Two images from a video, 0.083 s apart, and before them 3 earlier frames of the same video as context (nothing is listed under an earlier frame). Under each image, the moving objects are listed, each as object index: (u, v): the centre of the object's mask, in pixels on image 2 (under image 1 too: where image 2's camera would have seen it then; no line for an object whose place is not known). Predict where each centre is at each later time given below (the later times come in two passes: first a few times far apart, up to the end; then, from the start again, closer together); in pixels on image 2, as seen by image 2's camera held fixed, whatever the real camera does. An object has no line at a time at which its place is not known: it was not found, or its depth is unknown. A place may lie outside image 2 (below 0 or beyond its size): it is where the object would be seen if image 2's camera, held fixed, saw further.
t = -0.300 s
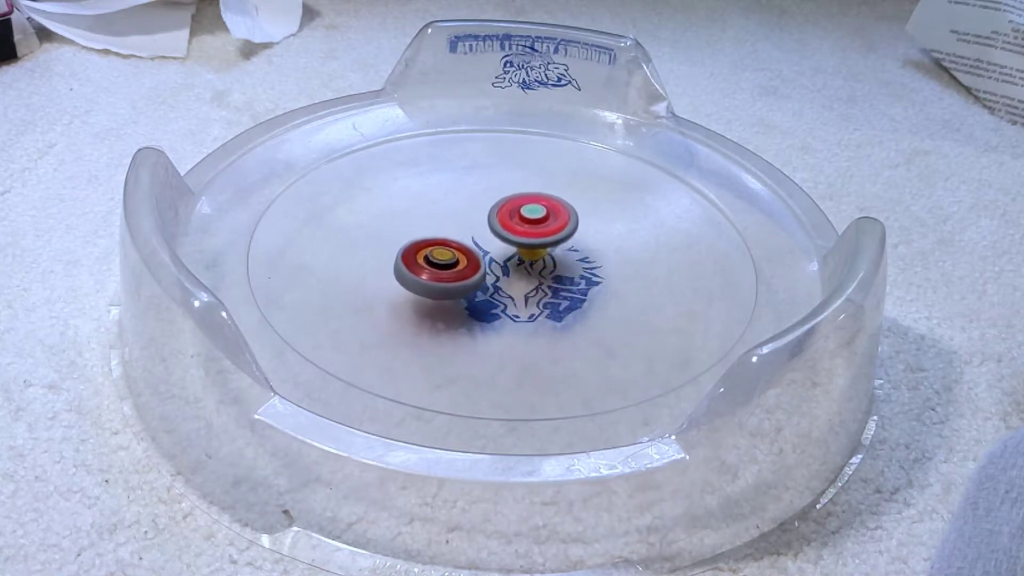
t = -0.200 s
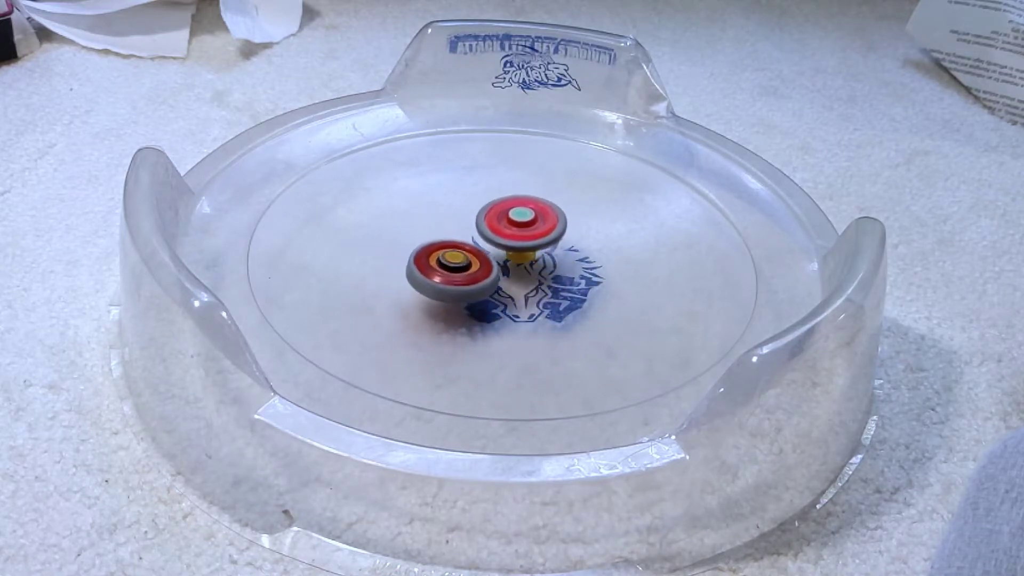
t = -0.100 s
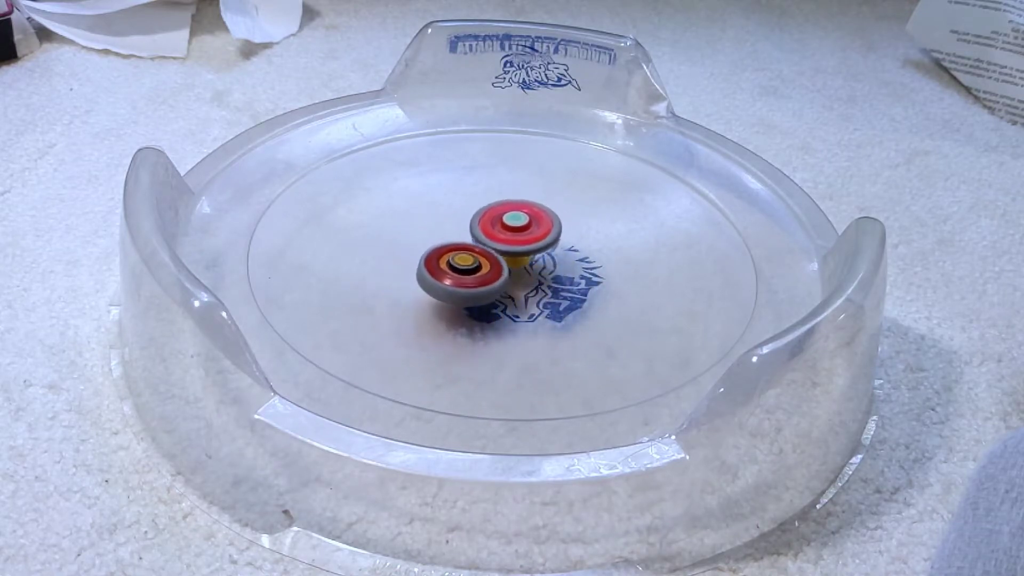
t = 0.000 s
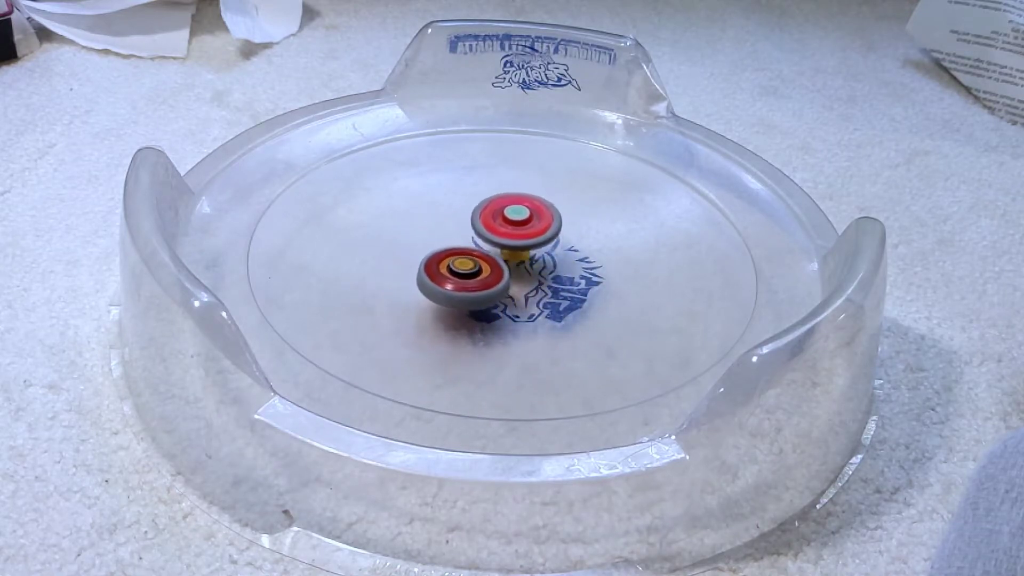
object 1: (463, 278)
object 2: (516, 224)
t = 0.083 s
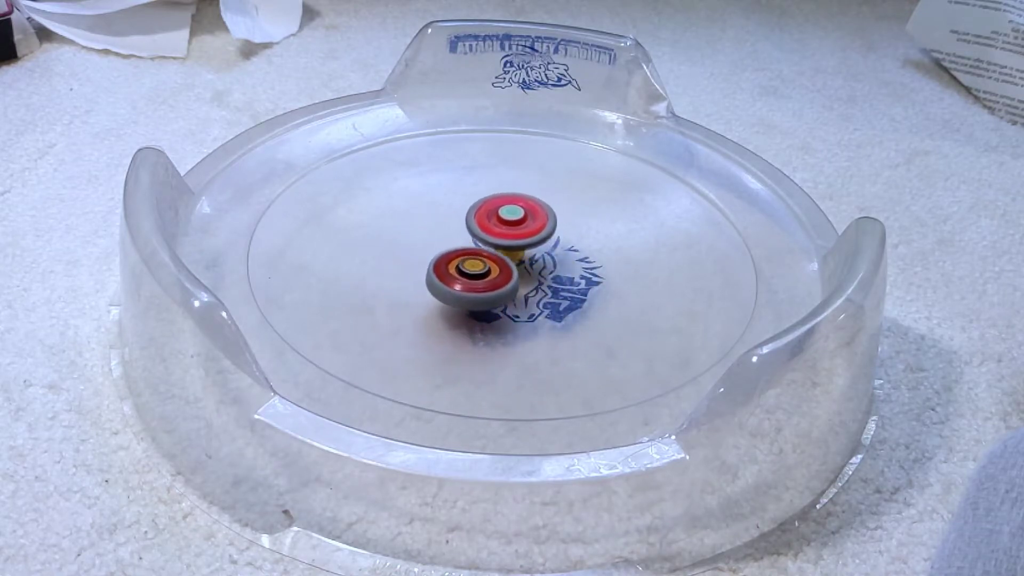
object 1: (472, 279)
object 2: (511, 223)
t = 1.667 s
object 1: (559, 249)
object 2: (467, 274)
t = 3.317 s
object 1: (440, 262)
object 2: (529, 249)
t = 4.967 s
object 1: (574, 241)
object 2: (495, 266)
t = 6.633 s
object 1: (419, 265)
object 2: (549, 264)
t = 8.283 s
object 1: (635, 246)
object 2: (434, 261)
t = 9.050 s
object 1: (481, 214)
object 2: (591, 266)
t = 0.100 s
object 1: (474, 279)
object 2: (509, 224)
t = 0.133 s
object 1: (478, 279)
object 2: (508, 224)
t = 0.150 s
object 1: (480, 279)
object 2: (507, 224)
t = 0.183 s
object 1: (480, 282)
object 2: (508, 224)
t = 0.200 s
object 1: (480, 282)
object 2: (507, 223)
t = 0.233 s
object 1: (484, 283)
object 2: (507, 223)
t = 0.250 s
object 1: (486, 283)
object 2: (506, 223)
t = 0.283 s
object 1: (491, 283)
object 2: (506, 224)
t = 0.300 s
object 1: (493, 283)
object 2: (506, 224)
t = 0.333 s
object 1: (497, 283)
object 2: (507, 225)
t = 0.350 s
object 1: (498, 287)
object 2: (508, 224)
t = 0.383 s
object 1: (500, 296)
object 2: (510, 215)
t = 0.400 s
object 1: (502, 299)
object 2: (509, 212)
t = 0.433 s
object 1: (505, 302)
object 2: (506, 209)
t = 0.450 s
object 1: (508, 302)
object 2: (504, 209)
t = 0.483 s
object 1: (514, 303)
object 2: (501, 208)
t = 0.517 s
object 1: (521, 303)
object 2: (499, 208)
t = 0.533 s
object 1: (524, 303)
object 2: (498, 208)
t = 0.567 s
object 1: (531, 302)
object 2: (496, 208)
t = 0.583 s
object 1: (533, 301)
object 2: (495, 208)
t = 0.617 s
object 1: (538, 300)
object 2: (493, 209)
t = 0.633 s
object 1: (540, 299)
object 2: (492, 210)
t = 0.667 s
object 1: (544, 297)
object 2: (490, 211)
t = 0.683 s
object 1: (546, 296)
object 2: (489, 212)
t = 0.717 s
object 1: (550, 294)
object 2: (488, 213)
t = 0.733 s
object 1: (551, 293)
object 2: (488, 214)
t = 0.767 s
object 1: (553, 292)
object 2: (487, 217)
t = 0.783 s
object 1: (555, 291)
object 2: (486, 218)
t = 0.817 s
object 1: (556, 289)
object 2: (486, 221)
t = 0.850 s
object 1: (558, 287)
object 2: (487, 225)
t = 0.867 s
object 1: (559, 286)
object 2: (487, 226)
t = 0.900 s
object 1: (560, 283)
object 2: (488, 229)
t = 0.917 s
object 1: (560, 282)
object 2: (489, 231)
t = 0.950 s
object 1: (561, 279)
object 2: (490, 234)
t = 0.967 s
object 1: (561, 278)
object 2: (490, 235)
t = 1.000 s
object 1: (562, 276)
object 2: (490, 237)
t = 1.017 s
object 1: (565, 277)
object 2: (486, 236)
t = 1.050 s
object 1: (567, 277)
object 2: (483, 237)
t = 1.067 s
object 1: (567, 276)
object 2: (482, 238)
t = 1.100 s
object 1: (567, 275)
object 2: (481, 241)
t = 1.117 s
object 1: (566, 274)
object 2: (481, 242)
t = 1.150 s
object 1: (566, 272)
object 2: (481, 245)
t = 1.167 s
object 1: (572, 273)
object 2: (474, 244)
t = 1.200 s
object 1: (581, 274)
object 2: (463, 243)
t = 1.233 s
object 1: (582, 273)
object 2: (458, 245)
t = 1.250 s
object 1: (583, 272)
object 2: (457, 247)
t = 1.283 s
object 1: (583, 270)
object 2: (455, 250)
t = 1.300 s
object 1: (583, 269)
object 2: (455, 251)
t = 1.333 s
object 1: (582, 267)
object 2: (455, 254)
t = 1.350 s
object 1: (582, 266)
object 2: (455, 255)
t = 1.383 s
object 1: (582, 264)
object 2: (455, 258)
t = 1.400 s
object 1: (581, 263)
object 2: (455, 259)
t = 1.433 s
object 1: (580, 261)
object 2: (456, 261)
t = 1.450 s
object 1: (579, 260)
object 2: (456, 262)
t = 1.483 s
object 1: (577, 258)
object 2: (457, 264)
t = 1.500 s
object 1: (575, 257)
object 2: (457, 265)
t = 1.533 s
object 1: (572, 255)
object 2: (458, 267)
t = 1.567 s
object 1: (570, 253)
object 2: (459, 269)
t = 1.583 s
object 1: (568, 253)
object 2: (460, 270)
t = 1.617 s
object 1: (565, 251)
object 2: (462, 272)
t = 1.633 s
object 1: (563, 251)
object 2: (464, 273)
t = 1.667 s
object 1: (559, 249)
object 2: (467, 274)
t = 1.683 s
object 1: (557, 249)
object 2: (469, 274)
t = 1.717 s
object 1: (554, 248)
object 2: (472, 275)
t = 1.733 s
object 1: (552, 247)
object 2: (474, 276)
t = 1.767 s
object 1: (548, 246)
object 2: (477, 276)
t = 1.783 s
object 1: (547, 245)
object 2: (476, 277)
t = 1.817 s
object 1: (545, 243)
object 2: (476, 280)
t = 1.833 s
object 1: (544, 242)
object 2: (477, 281)
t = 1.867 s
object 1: (540, 241)
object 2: (479, 282)
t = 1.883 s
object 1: (537, 241)
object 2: (481, 283)
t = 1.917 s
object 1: (533, 239)
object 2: (483, 283)
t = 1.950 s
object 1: (529, 238)
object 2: (485, 283)
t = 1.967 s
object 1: (527, 238)
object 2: (486, 284)
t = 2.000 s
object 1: (522, 237)
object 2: (488, 284)
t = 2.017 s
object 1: (520, 237)
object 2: (489, 284)
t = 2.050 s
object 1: (517, 235)
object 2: (490, 290)
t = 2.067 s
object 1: (516, 235)
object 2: (491, 292)
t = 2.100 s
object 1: (513, 234)
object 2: (495, 294)
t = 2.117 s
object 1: (511, 234)
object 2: (496, 295)
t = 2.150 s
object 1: (507, 234)
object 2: (500, 295)
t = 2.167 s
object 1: (505, 234)
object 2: (501, 296)
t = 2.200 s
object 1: (500, 234)
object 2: (503, 296)
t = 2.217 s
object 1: (498, 234)
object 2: (505, 296)
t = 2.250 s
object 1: (493, 234)
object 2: (508, 297)
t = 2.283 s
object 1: (489, 234)
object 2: (510, 297)
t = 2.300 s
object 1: (486, 234)
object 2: (512, 296)
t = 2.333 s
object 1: (482, 234)
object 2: (514, 295)
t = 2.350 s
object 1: (480, 234)
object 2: (515, 295)
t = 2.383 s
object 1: (475, 234)
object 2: (517, 293)
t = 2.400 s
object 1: (474, 234)
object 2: (518, 292)
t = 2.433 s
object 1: (470, 235)
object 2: (520, 291)
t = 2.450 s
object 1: (468, 236)
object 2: (521, 290)
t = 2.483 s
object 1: (465, 237)
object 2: (521, 288)
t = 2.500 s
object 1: (464, 237)
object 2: (521, 287)
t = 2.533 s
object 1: (461, 238)
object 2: (521, 285)
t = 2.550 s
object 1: (459, 239)
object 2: (521, 284)
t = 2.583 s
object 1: (456, 241)
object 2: (520, 282)
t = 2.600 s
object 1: (453, 239)
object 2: (525, 283)
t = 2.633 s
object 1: (445, 235)
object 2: (535, 286)
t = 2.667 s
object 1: (442, 235)
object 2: (541, 286)
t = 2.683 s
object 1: (440, 235)
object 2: (542, 285)
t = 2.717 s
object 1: (438, 236)
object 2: (544, 284)
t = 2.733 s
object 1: (437, 237)
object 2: (545, 283)
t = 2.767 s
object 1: (436, 239)
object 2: (547, 282)
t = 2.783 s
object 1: (435, 239)
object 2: (547, 281)
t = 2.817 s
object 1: (434, 241)
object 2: (548, 280)
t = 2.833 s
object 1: (434, 241)
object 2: (548, 279)
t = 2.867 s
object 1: (433, 243)
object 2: (548, 277)
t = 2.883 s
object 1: (433, 243)
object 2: (549, 276)
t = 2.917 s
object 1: (433, 245)
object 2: (548, 275)
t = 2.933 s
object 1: (433, 245)
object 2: (548, 274)
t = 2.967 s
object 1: (433, 247)
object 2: (548, 272)
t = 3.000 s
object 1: (433, 249)
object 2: (546, 270)
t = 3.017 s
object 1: (433, 249)
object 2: (546, 269)
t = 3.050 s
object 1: (434, 251)
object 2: (545, 266)
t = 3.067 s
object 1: (434, 251)
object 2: (544, 265)
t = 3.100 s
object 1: (435, 252)
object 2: (542, 263)
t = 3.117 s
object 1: (435, 253)
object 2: (541, 262)
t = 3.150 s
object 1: (437, 255)
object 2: (538, 259)
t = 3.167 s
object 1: (438, 256)
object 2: (536, 258)
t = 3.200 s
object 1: (439, 257)
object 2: (533, 256)
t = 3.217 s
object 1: (439, 258)
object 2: (533, 255)
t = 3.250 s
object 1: (438, 259)
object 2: (533, 252)
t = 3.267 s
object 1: (439, 259)
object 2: (532, 252)
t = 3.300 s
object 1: (440, 261)
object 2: (530, 250)
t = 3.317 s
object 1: (440, 262)
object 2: (529, 249)
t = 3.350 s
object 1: (442, 263)
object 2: (528, 247)
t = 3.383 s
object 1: (435, 265)
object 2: (536, 242)
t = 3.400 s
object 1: (434, 266)
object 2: (538, 240)
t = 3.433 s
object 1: (435, 268)
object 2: (538, 237)
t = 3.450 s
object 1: (436, 269)
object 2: (538, 236)
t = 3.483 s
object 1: (438, 272)
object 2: (536, 233)
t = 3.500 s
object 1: (439, 273)
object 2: (535, 231)
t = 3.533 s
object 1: (442, 275)
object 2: (533, 229)
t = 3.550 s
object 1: (444, 276)
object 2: (532, 228)
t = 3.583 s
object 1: (448, 278)
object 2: (529, 226)
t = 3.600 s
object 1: (451, 279)
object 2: (527, 226)
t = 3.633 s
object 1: (456, 280)
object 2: (525, 225)
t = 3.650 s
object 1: (458, 280)
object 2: (524, 224)
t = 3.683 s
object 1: (462, 281)
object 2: (521, 224)
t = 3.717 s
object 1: (467, 281)
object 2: (518, 223)
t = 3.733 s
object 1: (469, 281)
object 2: (516, 223)
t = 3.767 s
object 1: (473, 281)
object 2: (513, 222)
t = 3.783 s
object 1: (476, 281)
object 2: (511, 222)
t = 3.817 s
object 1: (480, 280)
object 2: (508, 222)
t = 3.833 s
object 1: (482, 279)
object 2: (506, 222)
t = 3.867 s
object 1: (487, 279)
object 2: (503, 221)
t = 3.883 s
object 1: (489, 278)
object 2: (501, 221)
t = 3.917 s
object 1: (492, 280)
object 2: (500, 220)
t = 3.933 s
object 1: (494, 280)
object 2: (499, 220)
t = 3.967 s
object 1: (498, 280)
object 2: (496, 220)
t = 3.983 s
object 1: (500, 280)
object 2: (495, 220)
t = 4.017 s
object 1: (504, 279)
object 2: (493, 221)
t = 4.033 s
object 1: (507, 279)
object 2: (492, 221)
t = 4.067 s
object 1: (511, 278)
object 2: (488, 221)
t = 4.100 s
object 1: (517, 281)
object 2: (484, 220)
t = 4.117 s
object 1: (520, 282)
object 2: (481, 219)
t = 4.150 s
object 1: (524, 282)
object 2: (477, 218)
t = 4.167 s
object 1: (526, 282)
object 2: (474, 218)
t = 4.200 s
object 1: (530, 281)
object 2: (469, 218)
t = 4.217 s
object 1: (532, 281)
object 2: (467, 218)
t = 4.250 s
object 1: (536, 279)
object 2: (462, 220)
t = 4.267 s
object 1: (538, 279)
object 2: (460, 221)
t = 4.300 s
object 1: (541, 278)
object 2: (457, 224)
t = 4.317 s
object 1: (543, 278)
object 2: (456, 226)
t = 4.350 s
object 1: (545, 276)
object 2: (455, 229)
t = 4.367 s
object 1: (547, 275)
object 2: (455, 231)
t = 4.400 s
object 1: (549, 273)
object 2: (456, 235)
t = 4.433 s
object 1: (551, 271)
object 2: (458, 239)
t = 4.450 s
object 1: (552, 271)
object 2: (459, 241)
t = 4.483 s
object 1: (554, 268)
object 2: (464, 244)
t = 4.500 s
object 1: (555, 268)
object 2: (466, 246)
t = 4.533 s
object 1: (566, 267)
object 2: (460, 247)
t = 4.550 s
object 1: (570, 267)
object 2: (458, 248)
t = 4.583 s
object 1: (574, 265)
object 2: (457, 250)
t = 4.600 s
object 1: (575, 264)
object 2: (458, 251)
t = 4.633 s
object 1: (577, 262)
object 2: (460, 254)
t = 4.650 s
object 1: (577, 261)
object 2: (461, 255)
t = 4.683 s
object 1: (578, 259)
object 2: (464, 257)
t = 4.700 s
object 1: (579, 258)
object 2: (466, 259)
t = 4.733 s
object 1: (579, 256)
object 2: (468, 260)
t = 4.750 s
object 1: (579, 255)
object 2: (470, 261)
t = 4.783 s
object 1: (579, 253)
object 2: (473, 262)
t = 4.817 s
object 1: (578, 251)
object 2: (477, 262)
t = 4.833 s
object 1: (577, 250)
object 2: (479, 263)
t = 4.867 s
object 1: (576, 248)
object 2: (484, 263)
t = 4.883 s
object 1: (576, 247)
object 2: (486, 264)
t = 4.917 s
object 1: (575, 245)
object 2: (491, 264)
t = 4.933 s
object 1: (575, 243)
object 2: (492, 265)
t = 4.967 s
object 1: (574, 241)
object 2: (495, 266)
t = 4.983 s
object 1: (577, 239)
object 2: (489, 268)
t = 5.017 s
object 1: (584, 233)
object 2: (481, 272)
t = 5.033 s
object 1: (584, 232)
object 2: (479, 274)
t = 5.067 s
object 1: (582, 229)
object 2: (479, 277)
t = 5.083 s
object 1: (580, 228)
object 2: (480, 279)
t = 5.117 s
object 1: (577, 226)
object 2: (482, 281)
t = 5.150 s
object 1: (573, 224)
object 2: (485, 283)
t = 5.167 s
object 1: (571, 223)
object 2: (487, 283)
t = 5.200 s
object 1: (566, 222)
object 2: (491, 284)
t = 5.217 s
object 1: (564, 221)
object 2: (494, 285)
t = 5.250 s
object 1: (560, 220)
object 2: (498, 285)
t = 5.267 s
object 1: (558, 220)
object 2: (501, 285)
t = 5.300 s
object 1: (553, 219)
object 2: (504, 283)
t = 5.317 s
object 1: (551, 219)
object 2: (506, 282)
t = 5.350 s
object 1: (546, 219)
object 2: (508, 280)
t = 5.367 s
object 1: (544, 219)
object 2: (508, 279)
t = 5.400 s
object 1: (539, 219)
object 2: (509, 277)
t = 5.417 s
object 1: (537, 219)
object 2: (509, 276)
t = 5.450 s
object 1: (533, 219)
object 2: (509, 275)
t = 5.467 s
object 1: (530, 219)
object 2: (509, 274)
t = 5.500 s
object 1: (525, 219)
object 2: (508, 271)
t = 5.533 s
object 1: (521, 218)
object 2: (507, 272)
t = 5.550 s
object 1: (519, 218)
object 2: (507, 272)
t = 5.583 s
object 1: (514, 218)
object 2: (507, 272)
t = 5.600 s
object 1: (512, 218)
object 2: (506, 272)
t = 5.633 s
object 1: (507, 219)
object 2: (506, 271)
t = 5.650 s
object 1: (504, 219)
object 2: (505, 271)
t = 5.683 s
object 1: (499, 217)
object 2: (504, 276)
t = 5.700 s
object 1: (497, 217)
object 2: (504, 279)
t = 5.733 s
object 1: (493, 217)
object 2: (505, 281)
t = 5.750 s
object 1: (490, 218)
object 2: (505, 282)
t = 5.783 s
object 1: (485, 219)
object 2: (506, 283)
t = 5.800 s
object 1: (482, 219)
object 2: (506, 284)
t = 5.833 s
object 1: (477, 221)
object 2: (507, 284)
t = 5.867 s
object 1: (472, 223)
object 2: (508, 285)
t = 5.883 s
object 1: (469, 224)
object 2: (508, 285)
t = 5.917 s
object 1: (464, 226)
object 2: (510, 285)
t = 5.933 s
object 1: (461, 228)
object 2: (510, 285)
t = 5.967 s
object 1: (457, 231)
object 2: (511, 285)
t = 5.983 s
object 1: (456, 232)
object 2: (512, 284)
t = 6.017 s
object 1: (453, 236)
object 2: (512, 284)
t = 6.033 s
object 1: (452, 237)
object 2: (512, 283)
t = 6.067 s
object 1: (449, 240)
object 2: (511, 282)
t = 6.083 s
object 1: (447, 240)
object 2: (513, 283)
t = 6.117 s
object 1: (434, 232)
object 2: (528, 291)
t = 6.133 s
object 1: (430, 230)
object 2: (534, 294)
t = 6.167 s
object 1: (423, 229)
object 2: (545, 295)
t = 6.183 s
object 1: (421, 230)
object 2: (549, 295)
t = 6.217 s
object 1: (418, 233)
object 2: (555, 294)
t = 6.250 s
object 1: (415, 236)
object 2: (560, 292)
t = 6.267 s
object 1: (414, 237)
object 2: (562, 292)
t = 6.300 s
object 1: (412, 240)
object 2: (566, 290)
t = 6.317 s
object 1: (412, 242)
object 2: (567, 289)
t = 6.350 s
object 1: (411, 245)
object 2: (569, 287)
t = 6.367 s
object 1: (411, 247)
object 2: (570, 286)
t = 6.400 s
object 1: (411, 250)
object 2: (571, 284)
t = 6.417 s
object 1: (411, 251)
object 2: (571, 283)
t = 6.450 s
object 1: (411, 253)
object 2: (571, 280)
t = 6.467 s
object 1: (412, 255)
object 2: (570, 278)
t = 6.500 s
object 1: (413, 257)
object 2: (567, 275)
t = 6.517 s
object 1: (414, 258)
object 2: (566, 274)
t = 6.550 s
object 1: (415, 260)
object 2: (562, 271)
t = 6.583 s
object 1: (417, 262)
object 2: (557, 268)
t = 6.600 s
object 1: (418, 263)
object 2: (554, 267)
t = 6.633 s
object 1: (419, 265)
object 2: (549, 264)
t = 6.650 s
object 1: (421, 266)
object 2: (546, 263)
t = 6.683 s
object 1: (423, 268)
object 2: (539, 261)
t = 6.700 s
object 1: (424, 269)
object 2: (536, 260)
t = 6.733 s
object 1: (427, 271)
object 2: (529, 258)
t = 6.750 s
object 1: (429, 273)
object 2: (525, 257)
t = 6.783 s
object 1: (432, 275)
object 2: (518, 256)
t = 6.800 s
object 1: (427, 277)
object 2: (522, 254)
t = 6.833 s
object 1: (412, 280)
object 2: (537, 246)
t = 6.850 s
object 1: (408, 282)
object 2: (541, 243)
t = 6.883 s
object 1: (406, 284)
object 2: (545, 238)
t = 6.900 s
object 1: (408, 286)
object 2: (544, 235)
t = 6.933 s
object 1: (412, 289)
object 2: (541, 230)
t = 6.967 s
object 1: (417, 291)
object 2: (537, 226)
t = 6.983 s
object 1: (419, 293)
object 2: (534, 224)
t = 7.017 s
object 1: (425, 296)
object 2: (529, 221)
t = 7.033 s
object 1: (428, 297)
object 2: (527, 219)
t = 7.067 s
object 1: (433, 299)
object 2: (522, 217)
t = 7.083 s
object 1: (436, 300)
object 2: (519, 216)
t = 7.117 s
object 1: (442, 302)
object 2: (513, 214)
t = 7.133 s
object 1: (446, 302)
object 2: (510, 214)
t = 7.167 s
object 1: (452, 303)
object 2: (505, 213)
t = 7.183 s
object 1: (455, 304)
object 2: (502, 212)
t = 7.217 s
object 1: (462, 305)
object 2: (496, 212)
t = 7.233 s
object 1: (465, 305)
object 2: (494, 212)
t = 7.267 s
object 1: (471, 305)
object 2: (488, 213)
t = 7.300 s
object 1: (478, 305)
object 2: (484, 213)
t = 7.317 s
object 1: (481, 304)
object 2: (481, 214)
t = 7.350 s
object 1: (487, 303)
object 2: (477, 215)
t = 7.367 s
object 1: (490, 303)
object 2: (475, 216)
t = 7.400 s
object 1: (495, 302)
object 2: (470, 219)
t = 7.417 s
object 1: (498, 301)
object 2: (468, 220)
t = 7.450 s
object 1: (503, 299)
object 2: (463, 222)
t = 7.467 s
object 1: (505, 299)
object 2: (461, 224)
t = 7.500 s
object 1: (509, 297)
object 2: (459, 228)
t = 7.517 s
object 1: (511, 296)
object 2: (458, 231)
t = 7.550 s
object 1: (514, 295)
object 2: (457, 237)
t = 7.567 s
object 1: (516, 294)
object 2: (457, 239)
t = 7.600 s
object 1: (519, 292)
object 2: (459, 244)
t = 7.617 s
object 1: (526, 294)
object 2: (457, 243)
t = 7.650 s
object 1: (555, 306)
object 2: (437, 227)
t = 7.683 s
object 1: (580, 316)
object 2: (423, 215)
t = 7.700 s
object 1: (590, 319)
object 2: (418, 211)
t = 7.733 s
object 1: (605, 321)
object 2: (410, 208)
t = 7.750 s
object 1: (610, 320)
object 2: (406, 207)
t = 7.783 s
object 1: (617, 317)
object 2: (398, 207)
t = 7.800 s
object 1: (620, 315)
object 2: (395, 208)
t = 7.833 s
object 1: (627, 310)
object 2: (389, 210)
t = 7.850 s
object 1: (630, 308)
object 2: (387, 211)
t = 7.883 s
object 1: (636, 303)
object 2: (384, 214)
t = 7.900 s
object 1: (638, 300)
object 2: (382, 215)
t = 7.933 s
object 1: (642, 295)
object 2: (380, 219)
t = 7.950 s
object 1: (643, 293)
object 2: (380, 221)
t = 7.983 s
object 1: (646, 288)
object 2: (379, 225)
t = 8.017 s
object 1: (648, 282)
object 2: (380, 229)
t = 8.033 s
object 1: (649, 280)
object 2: (381, 231)
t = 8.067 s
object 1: (649, 275)
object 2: (385, 236)
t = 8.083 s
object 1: (650, 272)
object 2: (387, 238)
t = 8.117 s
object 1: (649, 267)
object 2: (393, 243)
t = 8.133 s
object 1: (648, 265)
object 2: (396, 245)
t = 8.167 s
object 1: (647, 260)
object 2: (403, 249)
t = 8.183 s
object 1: (645, 258)
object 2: (407, 252)
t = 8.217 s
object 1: (642, 254)
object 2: (415, 255)
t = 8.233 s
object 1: (641, 252)
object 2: (419, 257)
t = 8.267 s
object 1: (637, 248)
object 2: (429, 260)
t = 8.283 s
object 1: (635, 246)
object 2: (434, 261)
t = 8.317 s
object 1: (630, 243)
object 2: (443, 264)
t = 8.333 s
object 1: (628, 241)
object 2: (448, 264)
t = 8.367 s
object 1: (623, 238)
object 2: (459, 266)
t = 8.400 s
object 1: (617, 235)
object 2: (469, 267)
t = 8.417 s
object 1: (615, 234)
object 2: (474, 267)
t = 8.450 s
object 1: (609, 232)
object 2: (484, 268)
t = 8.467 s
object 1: (606, 231)
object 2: (490, 267)
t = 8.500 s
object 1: (599, 229)
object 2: (500, 267)
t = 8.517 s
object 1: (596, 228)
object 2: (506, 267)
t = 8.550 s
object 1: (589, 227)
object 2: (515, 266)
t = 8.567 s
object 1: (586, 226)
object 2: (521, 266)
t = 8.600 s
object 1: (581, 223)
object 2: (529, 266)
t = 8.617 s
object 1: (579, 221)
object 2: (530, 267)
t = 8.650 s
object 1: (573, 218)
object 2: (536, 267)
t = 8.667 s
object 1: (569, 217)
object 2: (539, 267)
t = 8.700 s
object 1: (561, 215)
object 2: (547, 267)
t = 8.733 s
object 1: (552, 213)
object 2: (554, 268)
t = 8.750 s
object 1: (548, 212)
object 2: (558, 269)
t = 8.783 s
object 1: (541, 212)
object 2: (564, 270)
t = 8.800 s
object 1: (537, 212)
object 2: (567, 270)
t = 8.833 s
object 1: (529, 212)
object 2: (573, 269)
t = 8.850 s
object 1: (526, 212)
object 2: (576, 269)
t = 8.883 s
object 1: (518, 211)
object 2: (581, 269)
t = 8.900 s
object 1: (514, 211)
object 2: (582, 268)
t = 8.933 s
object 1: (506, 211)
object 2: (585, 268)
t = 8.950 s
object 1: (502, 212)
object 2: (587, 268)
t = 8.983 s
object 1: (495, 212)
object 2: (589, 267)
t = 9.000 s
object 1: (491, 213)
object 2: (590, 267)
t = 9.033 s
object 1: (484, 214)
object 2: (591, 266)
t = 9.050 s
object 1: (481, 214)
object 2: (591, 266)
